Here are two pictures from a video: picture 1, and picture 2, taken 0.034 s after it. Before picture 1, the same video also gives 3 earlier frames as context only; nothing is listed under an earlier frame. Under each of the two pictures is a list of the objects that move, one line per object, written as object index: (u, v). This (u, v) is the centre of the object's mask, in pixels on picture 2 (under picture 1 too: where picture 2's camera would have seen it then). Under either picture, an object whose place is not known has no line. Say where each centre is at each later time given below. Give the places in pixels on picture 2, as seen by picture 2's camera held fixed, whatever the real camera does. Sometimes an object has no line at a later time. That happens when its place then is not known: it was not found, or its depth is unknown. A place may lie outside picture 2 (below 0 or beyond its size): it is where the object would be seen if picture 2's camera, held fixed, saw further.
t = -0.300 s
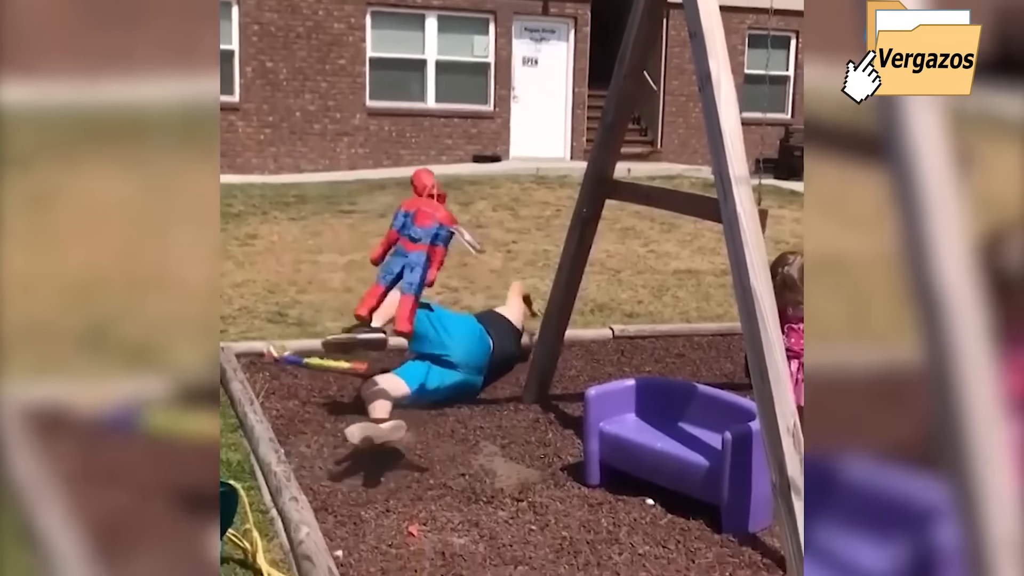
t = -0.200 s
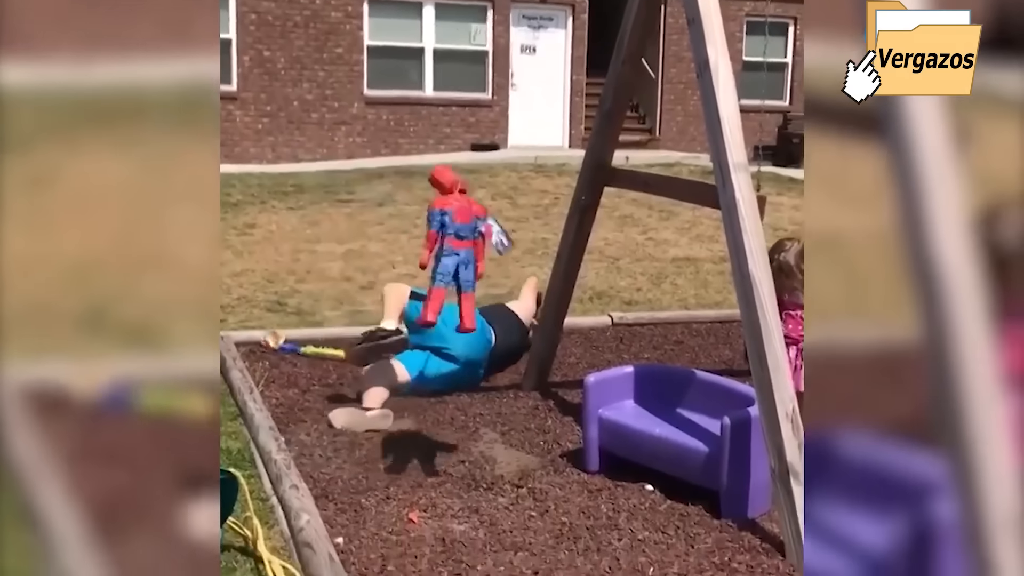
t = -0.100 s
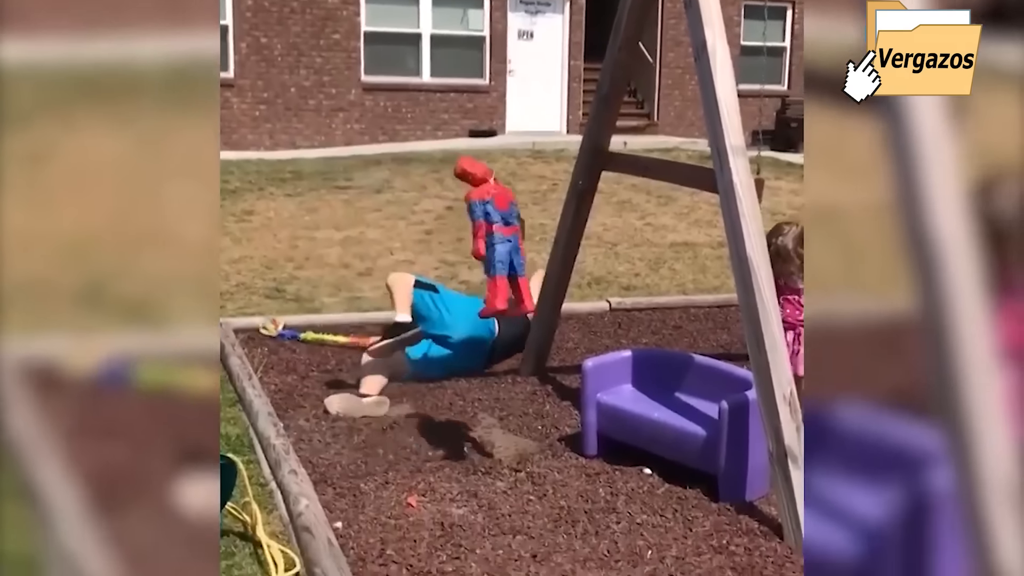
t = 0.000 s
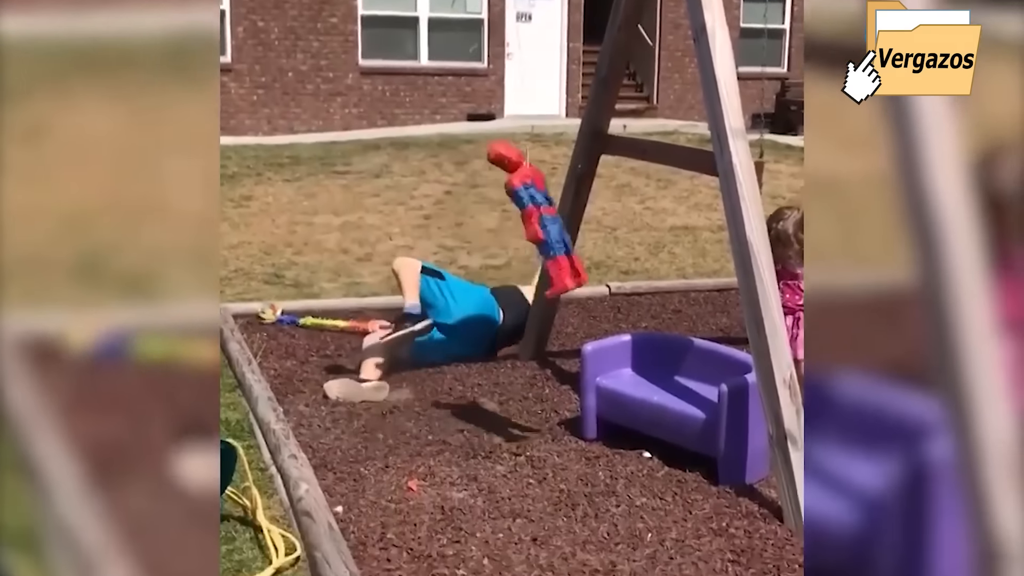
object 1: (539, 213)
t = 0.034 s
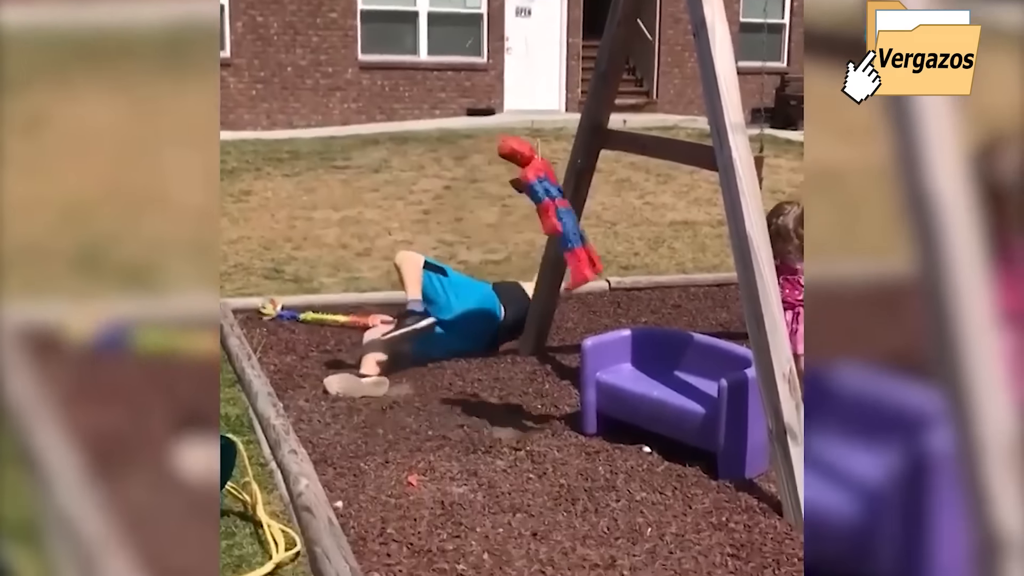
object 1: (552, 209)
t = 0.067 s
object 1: (564, 206)
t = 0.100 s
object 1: (577, 203)
